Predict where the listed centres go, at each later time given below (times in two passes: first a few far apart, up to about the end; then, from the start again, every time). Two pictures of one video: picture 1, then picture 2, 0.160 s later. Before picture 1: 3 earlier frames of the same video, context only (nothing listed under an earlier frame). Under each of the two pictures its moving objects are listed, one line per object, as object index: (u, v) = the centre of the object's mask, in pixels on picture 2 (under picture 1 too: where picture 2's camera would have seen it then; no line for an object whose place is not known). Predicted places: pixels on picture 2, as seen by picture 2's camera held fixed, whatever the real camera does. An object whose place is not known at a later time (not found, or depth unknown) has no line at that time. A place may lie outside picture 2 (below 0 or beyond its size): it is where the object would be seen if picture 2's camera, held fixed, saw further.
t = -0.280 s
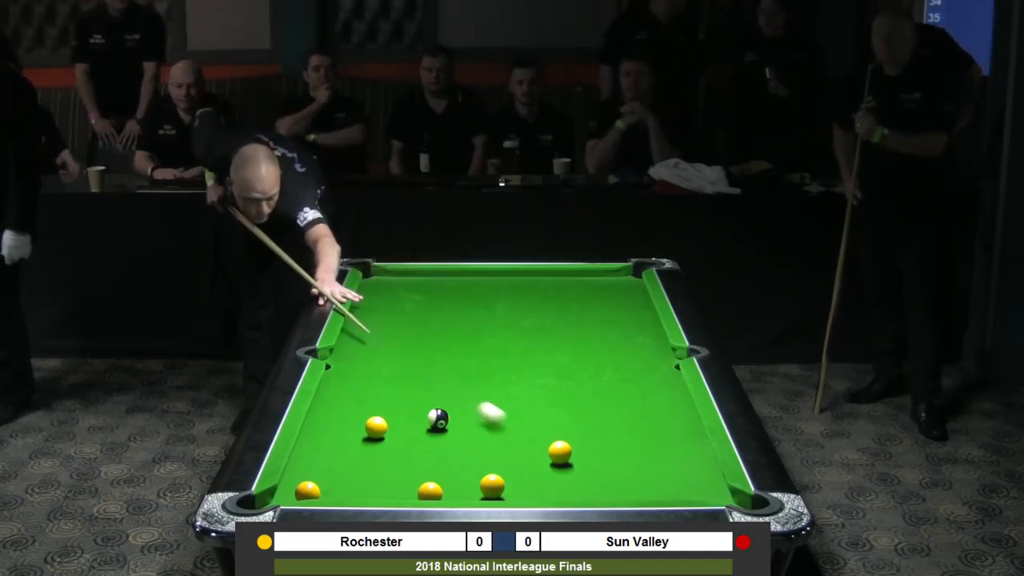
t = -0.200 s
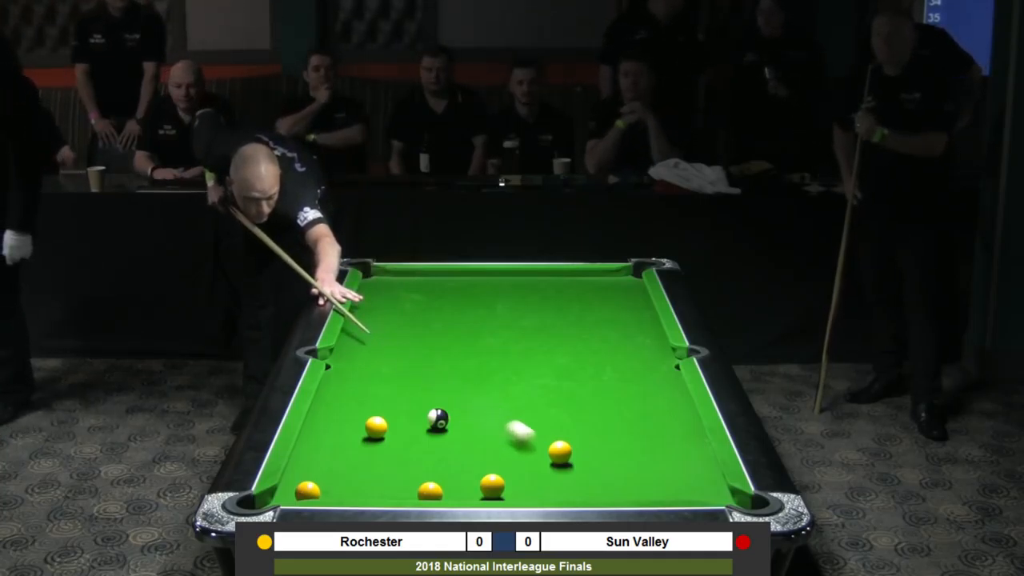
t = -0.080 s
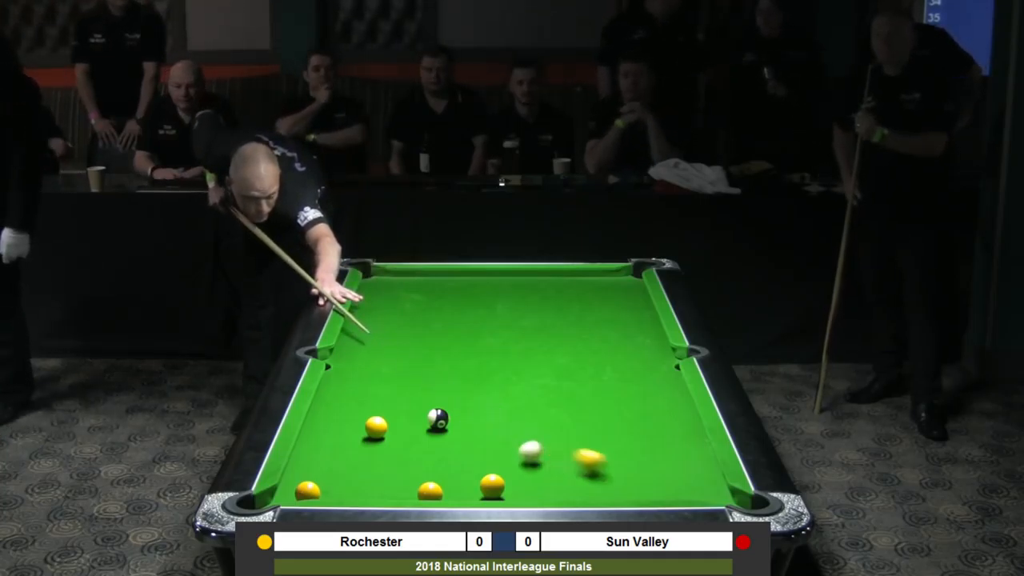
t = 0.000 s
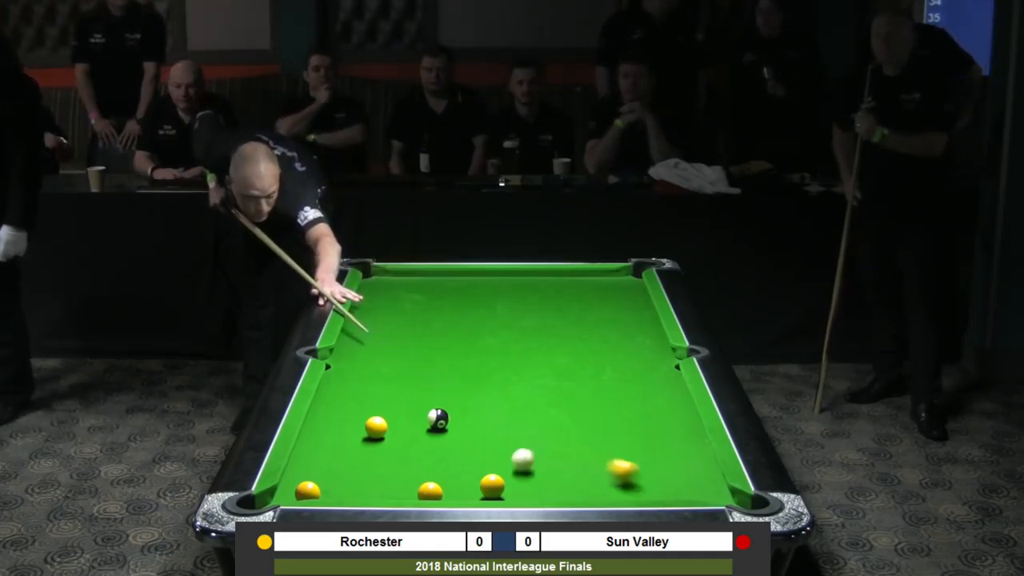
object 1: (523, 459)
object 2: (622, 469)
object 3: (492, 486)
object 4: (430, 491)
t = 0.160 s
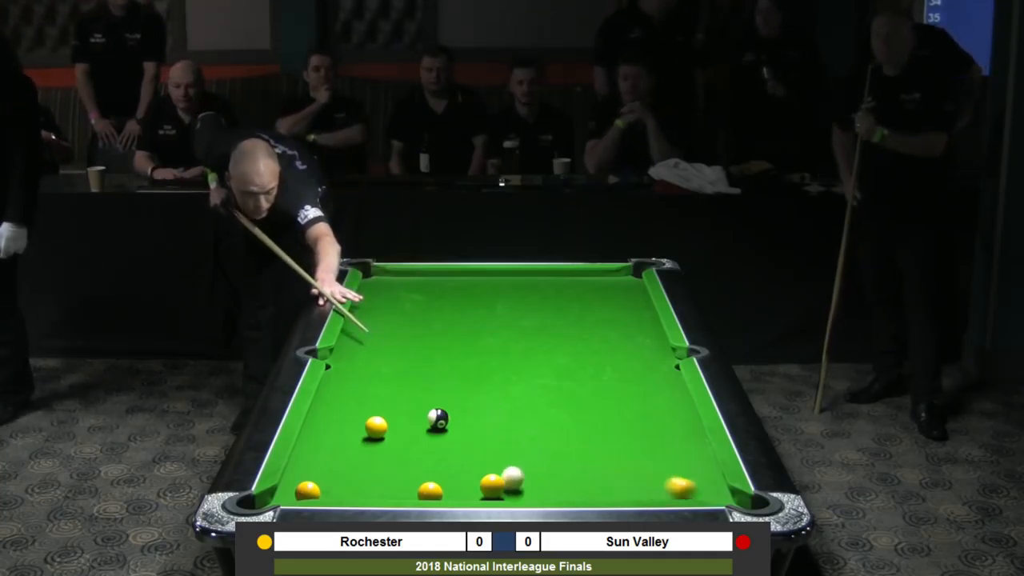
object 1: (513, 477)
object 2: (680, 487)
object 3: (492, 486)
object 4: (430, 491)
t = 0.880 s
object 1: (554, 488)
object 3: (453, 492)
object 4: (419, 490)
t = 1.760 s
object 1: (580, 467)
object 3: (451, 490)
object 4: (408, 489)
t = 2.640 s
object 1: (591, 461)
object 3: (451, 490)
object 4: (408, 489)
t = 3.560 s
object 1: (591, 461)
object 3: (451, 490)
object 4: (408, 489)
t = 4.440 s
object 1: (591, 461)
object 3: (451, 490)
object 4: (408, 490)
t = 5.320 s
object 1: (591, 461)
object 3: (451, 490)
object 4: (408, 490)
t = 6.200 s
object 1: (591, 461)
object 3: (451, 490)
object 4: (408, 490)
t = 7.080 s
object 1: (591, 461)
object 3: (451, 490)
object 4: (408, 489)
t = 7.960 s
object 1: (591, 461)
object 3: (451, 490)
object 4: (408, 489)
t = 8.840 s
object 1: (591, 461)
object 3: (451, 490)
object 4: (408, 489)
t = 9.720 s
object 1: (591, 461)
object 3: (451, 490)
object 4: (408, 490)
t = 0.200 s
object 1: (513, 481)
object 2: (695, 490)
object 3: (489, 486)
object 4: (430, 491)
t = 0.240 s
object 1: (517, 483)
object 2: (709, 494)
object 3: (484, 488)
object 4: (430, 491)
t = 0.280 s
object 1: (520, 486)
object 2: (725, 498)
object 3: (480, 489)
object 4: (430, 491)
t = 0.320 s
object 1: (522, 488)
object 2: (739, 503)
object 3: (476, 490)
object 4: (430, 491)
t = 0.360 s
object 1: (526, 489)
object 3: (473, 491)
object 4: (430, 491)
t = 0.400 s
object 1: (529, 490)
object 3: (469, 492)
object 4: (430, 491)
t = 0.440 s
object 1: (532, 492)
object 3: (465, 492)
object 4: (430, 491)
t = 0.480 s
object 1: (535, 493)
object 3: (461, 493)
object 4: (430, 491)
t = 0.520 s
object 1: (537, 494)
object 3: (458, 494)
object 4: (430, 491)
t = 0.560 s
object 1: (540, 494)
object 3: (455, 493)
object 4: (430, 491)
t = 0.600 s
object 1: (542, 493)
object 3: (454, 493)
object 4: (429, 491)
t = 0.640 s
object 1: (544, 493)
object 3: (453, 493)
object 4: (428, 491)
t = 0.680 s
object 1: (546, 492)
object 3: (453, 493)
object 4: (426, 491)
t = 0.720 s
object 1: (548, 491)
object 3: (453, 492)
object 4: (424, 491)
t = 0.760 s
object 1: (550, 490)
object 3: (453, 492)
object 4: (423, 491)
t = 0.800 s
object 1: (551, 490)
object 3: (453, 492)
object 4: (422, 491)
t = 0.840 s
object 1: (553, 489)
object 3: (453, 492)
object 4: (420, 490)
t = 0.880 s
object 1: (554, 488)
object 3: (453, 492)
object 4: (419, 490)
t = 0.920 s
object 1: (556, 487)
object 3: (453, 491)
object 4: (418, 490)
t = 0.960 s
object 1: (557, 486)
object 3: (452, 491)
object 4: (417, 490)
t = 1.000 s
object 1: (559, 485)
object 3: (452, 491)
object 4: (416, 490)
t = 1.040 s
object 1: (560, 484)
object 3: (452, 491)
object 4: (415, 490)
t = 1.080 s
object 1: (562, 482)
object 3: (452, 491)
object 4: (414, 490)
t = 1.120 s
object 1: (563, 481)
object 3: (452, 490)
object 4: (413, 490)
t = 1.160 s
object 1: (565, 480)
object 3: (452, 490)
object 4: (412, 490)
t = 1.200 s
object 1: (566, 479)
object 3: (452, 490)
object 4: (411, 490)
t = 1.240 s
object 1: (567, 478)
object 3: (452, 490)
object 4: (411, 490)
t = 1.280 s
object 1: (569, 477)
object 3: (451, 490)
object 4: (410, 490)
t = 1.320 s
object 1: (570, 476)
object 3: (451, 490)
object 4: (410, 490)
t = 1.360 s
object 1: (571, 475)
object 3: (451, 490)
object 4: (409, 490)
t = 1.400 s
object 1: (572, 474)
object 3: (451, 490)
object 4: (409, 490)
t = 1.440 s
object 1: (573, 473)
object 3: (451, 490)
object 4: (409, 489)
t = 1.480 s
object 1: (574, 472)
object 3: (451, 490)
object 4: (408, 489)
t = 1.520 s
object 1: (575, 472)
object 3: (451, 490)
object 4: (408, 489)
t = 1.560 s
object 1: (576, 471)
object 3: (451, 490)
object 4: (408, 489)
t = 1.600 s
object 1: (577, 470)
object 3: (451, 490)
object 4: (408, 490)
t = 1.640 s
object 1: (578, 469)
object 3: (451, 490)
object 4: (408, 490)
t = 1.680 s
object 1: (579, 469)
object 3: (451, 490)
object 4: (408, 490)
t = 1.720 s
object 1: (580, 468)
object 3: (451, 490)
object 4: (408, 489)
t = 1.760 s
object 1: (580, 467)
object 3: (451, 490)
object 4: (408, 489)
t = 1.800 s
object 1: (581, 467)
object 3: (451, 490)
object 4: (408, 490)
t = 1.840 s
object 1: (582, 466)
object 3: (451, 490)
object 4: (408, 489)
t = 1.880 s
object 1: (583, 465)
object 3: (451, 490)
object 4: (408, 489)
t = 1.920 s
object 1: (583, 465)
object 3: (451, 490)
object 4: (408, 489)
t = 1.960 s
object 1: (584, 464)
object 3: (451, 490)
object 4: (408, 489)
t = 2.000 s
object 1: (585, 464)
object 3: (451, 490)
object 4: (408, 489)
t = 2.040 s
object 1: (585, 464)
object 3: (451, 490)
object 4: (408, 489)
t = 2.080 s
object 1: (586, 464)
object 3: (451, 490)
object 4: (408, 489)
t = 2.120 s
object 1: (586, 463)
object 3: (451, 490)
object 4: (408, 489)
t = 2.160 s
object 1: (587, 463)
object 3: (451, 490)
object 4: (408, 489)
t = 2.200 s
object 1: (587, 462)
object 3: (451, 490)
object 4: (408, 489)
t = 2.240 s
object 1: (588, 462)
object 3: (451, 490)
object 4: (408, 489)
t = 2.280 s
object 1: (588, 462)
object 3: (451, 490)
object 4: (408, 489)
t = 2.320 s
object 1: (588, 461)
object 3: (451, 490)
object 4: (408, 489)
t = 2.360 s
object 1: (589, 461)
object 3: (451, 490)
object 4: (408, 489)
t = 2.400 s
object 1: (589, 461)
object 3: (451, 490)
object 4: (408, 489)
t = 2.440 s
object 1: (590, 461)
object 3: (451, 490)
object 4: (408, 489)
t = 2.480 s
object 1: (590, 460)
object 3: (451, 490)
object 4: (408, 489)
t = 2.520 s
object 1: (590, 461)
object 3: (451, 490)
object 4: (408, 489)
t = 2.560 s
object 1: (590, 461)
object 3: (451, 490)
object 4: (408, 489)
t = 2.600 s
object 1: (591, 461)
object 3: (451, 490)
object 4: (408, 490)
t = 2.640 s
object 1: (591, 461)
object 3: (451, 490)
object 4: (408, 489)
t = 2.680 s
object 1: (591, 461)
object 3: (451, 490)
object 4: (408, 489)
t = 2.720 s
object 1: (591, 461)
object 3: (451, 490)
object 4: (408, 489)
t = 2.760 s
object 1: (591, 461)
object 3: (451, 490)
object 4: (408, 490)
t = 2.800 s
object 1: (591, 461)
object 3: (451, 490)
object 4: (408, 490)
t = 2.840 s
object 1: (591, 461)
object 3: (451, 490)
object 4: (408, 490)
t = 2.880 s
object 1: (591, 461)
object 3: (451, 490)
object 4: (408, 490)
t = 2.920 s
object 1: (591, 461)
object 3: (451, 490)
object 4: (408, 490)
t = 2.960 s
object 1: (591, 461)
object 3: (451, 490)
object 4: (408, 489)
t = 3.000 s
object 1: (591, 461)
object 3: (451, 490)
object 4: (408, 490)
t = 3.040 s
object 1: (591, 461)
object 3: (451, 490)
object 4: (408, 490)
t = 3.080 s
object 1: (591, 461)
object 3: (451, 490)
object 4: (408, 490)
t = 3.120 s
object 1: (591, 461)
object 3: (451, 490)
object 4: (408, 490)
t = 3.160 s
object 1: (591, 461)
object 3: (451, 490)
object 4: (408, 490)
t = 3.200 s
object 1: (591, 461)
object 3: (451, 490)
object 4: (408, 490)
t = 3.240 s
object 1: (591, 461)
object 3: (451, 490)
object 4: (408, 490)
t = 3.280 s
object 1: (591, 461)
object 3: (451, 490)
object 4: (408, 490)
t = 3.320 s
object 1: (591, 461)
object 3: (451, 490)
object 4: (408, 490)
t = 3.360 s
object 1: (591, 461)
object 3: (451, 490)
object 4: (408, 490)
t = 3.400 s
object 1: (591, 461)
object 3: (451, 490)
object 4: (408, 490)
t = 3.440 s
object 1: (591, 461)
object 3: (451, 490)
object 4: (408, 490)
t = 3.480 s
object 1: (591, 461)
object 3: (451, 490)
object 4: (408, 490)
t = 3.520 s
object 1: (591, 461)
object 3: (451, 490)
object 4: (408, 490)
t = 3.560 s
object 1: (591, 461)
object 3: (451, 490)
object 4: (408, 489)
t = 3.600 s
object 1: (591, 461)
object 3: (451, 490)
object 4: (408, 490)
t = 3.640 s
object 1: (591, 461)
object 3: (451, 490)
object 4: (408, 490)
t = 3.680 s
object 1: (591, 461)
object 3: (451, 490)
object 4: (408, 490)
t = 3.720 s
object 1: (591, 461)
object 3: (451, 490)
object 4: (408, 489)
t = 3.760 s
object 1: (591, 461)
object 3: (451, 490)
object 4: (408, 489)
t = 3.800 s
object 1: (591, 461)
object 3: (451, 490)
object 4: (408, 489)
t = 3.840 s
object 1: (591, 461)
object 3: (451, 490)
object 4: (408, 489)
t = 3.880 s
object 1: (591, 461)
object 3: (451, 490)
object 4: (408, 489)
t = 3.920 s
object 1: (591, 461)
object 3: (451, 490)
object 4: (408, 489)
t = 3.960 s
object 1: (591, 461)
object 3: (451, 490)
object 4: (408, 489)
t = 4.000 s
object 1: (591, 461)
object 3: (451, 490)
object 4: (408, 490)
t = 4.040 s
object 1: (591, 461)
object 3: (451, 490)
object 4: (408, 489)
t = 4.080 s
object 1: (591, 461)
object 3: (451, 490)
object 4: (408, 490)
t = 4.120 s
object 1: (591, 461)
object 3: (451, 490)
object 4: (408, 489)
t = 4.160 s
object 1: (591, 461)
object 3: (451, 490)
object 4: (408, 489)
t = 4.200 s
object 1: (591, 461)
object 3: (451, 490)
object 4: (408, 489)
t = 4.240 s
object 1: (591, 461)
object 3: (451, 490)
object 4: (408, 489)
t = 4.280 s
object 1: (591, 461)
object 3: (451, 490)
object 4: (408, 490)
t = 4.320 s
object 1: (591, 461)
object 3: (451, 490)
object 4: (408, 489)
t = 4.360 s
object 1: (591, 461)
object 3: (451, 490)
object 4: (408, 490)
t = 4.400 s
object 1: (591, 461)
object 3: (451, 490)
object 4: (408, 489)
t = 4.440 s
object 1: (591, 461)
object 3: (451, 490)
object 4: (408, 490)
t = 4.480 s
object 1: (591, 461)
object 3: (451, 490)
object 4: (408, 490)
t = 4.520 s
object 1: (591, 461)
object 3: (451, 490)
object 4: (408, 490)
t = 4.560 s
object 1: (591, 461)
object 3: (451, 490)
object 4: (408, 490)
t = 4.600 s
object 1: (591, 461)
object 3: (451, 490)
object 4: (408, 490)
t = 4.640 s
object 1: (591, 461)
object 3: (451, 490)
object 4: (408, 490)
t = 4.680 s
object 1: (591, 461)
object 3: (451, 490)
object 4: (408, 490)
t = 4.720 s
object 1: (591, 461)
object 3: (451, 490)
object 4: (408, 490)
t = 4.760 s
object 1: (591, 461)
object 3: (451, 490)
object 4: (408, 490)
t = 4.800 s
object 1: (591, 461)
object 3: (451, 490)
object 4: (408, 490)
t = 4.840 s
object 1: (591, 461)
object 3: (451, 490)
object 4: (408, 490)
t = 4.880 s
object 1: (591, 461)
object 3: (451, 490)
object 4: (408, 490)
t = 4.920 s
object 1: (591, 461)
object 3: (451, 490)
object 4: (408, 490)
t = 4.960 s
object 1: (591, 461)
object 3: (451, 490)
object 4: (408, 490)
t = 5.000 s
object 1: (591, 461)
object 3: (451, 490)
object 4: (408, 490)
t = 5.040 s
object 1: (591, 461)
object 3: (451, 490)
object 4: (408, 490)
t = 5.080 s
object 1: (591, 461)
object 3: (451, 490)
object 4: (408, 490)
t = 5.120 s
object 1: (591, 461)
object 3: (451, 490)
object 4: (408, 490)
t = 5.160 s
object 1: (591, 461)
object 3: (451, 490)
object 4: (408, 490)
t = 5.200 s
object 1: (591, 461)
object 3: (451, 490)
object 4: (408, 490)
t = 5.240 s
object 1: (591, 461)
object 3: (451, 490)
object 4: (408, 490)
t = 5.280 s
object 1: (591, 461)
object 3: (451, 490)
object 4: (408, 490)
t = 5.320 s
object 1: (591, 461)
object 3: (451, 490)
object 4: (408, 490)
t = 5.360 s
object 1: (591, 461)
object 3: (451, 490)
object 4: (409, 490)
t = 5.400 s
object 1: (591, 461)
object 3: (451, 490)
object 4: (408, 490)
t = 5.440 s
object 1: (591, 461)
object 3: (451, 490)
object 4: (408, 490)
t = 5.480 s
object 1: (591, 461)
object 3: (451, 490)
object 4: (409, 490)
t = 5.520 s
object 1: (591, 461)
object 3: (451, 490)
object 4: (409, 490)
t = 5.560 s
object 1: (591, 461)
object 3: (451, 490)
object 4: (408, 490)
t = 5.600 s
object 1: (591, 461)
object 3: (451, 490)
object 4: (408, 490)
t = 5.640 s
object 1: (591, 461)
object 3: (451, 490)
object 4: (408, 490)
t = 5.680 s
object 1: (591, 461)
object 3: (451, 490)
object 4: (409, 490)
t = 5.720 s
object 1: (591, 461)
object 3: (451, 490)
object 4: (409, 490)
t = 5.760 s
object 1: (591, 461)
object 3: (451, 490)
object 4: (408, 490)
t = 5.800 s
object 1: (591, 461)
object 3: (451, 490)
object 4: (408, 490)
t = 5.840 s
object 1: (591, 461)
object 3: (451, 490)
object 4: (409, 490)
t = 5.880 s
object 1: (591, 461)
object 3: (451, 490)
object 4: (408, 490)
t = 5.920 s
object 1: (591, 461)
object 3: (451, 490)
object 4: (408, 490)
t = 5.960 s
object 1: (591, 461)
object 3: (451, 490)
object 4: (408, 490)
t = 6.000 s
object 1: (591, 461)
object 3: (451, 490)
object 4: (408, 490)
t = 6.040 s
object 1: (591, 461)
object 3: (451, 490)
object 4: (408, 490)
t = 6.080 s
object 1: (591, 461)
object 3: (451, 490)
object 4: (408, 490)
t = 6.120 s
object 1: (591, 461)
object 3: (451, 490)
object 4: (408, 490)
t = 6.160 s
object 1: (591, 461)
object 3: (451, 490)
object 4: (408, 490)
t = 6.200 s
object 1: (591, 461)
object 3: (451, 490)
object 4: (408, 490)
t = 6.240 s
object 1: (591, 461)
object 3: (451, 490)
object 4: (408, 490)
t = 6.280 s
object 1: (591, 461)
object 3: (451, 490)
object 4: (408, 490)
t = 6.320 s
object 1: (591, 461)
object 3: (451, 490)
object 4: (408, 490)
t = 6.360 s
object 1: (591, 461)
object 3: (451, 490)
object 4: (408, 489)
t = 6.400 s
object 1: (591, 461)
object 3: (451, 490)
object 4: (408, 490)
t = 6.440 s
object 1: (591, 461)
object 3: (451, 490)
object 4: (408, 490)
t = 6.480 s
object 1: (591, 461)
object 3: (451, 490)
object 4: (408, 490)
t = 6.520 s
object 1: (591, 461)
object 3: (451, 490)
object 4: (408, 489)
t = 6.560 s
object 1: (591, 461)
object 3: (451, 490)
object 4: (408, 490)
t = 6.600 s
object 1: (591, 461)
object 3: (451, 490)
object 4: (408, 490)
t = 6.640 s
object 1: (591, 461)
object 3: (451, 490)
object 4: (408, 489)
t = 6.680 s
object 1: (591, 461)
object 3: (451, 490)
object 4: (408, 490)
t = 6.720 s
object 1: (591, 461)
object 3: (451, 490)
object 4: (408, 489)
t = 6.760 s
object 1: (591, 461)
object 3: (451, 490)
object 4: (408, 490)
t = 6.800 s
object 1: (591, 461)
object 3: (451, 490)
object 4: (408, 490)
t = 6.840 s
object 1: (591, 461)
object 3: (451, 490)
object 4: (408, 490)
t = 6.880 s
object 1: (591, 461)
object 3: (451, 490)
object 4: (408, 490)
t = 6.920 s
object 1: (591, 461)
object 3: (451, 490)
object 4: (408, 490)
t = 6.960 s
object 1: (591, 461)
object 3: (451, 490)
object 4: (408, 489)
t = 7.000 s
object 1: (591, 461)
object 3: (451, 490)
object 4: (408, 489)
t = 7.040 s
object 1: (591, 461)
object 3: (451, 490)
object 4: (408, 490)
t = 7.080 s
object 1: (591, 461)
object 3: (451, 490)
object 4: (408, 489)
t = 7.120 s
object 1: (591, 461)
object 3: (451, 490)
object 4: (408, 489)
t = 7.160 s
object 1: (591, 461)
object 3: (451, 490)
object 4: (408, 489)
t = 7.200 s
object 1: (591, 461)
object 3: (451, 490)
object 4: (408, 490)
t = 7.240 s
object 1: (591, 461)
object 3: (451, 490)
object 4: (408, 489)
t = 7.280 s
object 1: (591, 461)
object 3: (451, 490)
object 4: (408, 489)
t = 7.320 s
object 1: (591, 461)
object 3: (451, 490)
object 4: (408, 489)
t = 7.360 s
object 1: (591, 461)
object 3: (451, 490)
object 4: (408, 490)
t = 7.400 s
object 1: (591, 461)
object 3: (451, 490)
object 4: (408, 489)
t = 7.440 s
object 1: (591, 461)
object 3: (451, 490)
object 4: (408, 489)
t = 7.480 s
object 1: (591, 461)
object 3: (451, 490)
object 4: (408, 490)
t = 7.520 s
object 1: (591, 461)
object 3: (451, 490)
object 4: (408, 489)
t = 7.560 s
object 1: (591, 461)
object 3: (451, 490)
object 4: (408, 490)
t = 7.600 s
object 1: (591, 461)
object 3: (451, 490)
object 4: (408, 489)
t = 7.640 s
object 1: (591, 461)
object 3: (451, 490)
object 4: (408, 490)
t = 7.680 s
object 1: (591, 461)
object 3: (451, 490)
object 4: (408, 489)
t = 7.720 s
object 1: (591, 461)
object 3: (451, 490)
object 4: (408, 489)
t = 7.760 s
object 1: (591, 461)
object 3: (451, 490)
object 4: (408, 490)
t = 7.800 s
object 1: (591, 461)
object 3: (451, 490)
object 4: (408, 490)
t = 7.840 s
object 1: (591, 461)
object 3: (451, 490)
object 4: (408, 489)
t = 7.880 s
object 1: (591, 461)
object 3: (451, 490)
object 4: (408, 490)
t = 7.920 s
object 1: (591, 461)
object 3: (451, 490)
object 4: (408, 489)
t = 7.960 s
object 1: (591, 461)
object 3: (451, 490)
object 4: (408, 489)
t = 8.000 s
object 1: (591, 461)
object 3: (451, 490)
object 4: (408, 489)
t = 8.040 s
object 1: (591, 461)
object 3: (451, 490)
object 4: (408, 489)
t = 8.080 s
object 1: (591, 461)
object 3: (451, 490)
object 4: (408, 490)
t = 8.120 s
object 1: (591, 461)
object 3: (451, 490)
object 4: (408, 489)
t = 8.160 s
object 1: (591, 461)
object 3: (451, 490)
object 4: (408, 490)
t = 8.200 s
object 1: (591, 461)
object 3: (451, 490)
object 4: (408, 489)
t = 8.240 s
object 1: (591, 461)
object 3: (451, 490)
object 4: (408, 490)
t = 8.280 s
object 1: (591, 461)
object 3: (451, 490)
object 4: (408, 490)
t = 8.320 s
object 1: (591, 461)
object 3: (451, 490)
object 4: (408, 490)
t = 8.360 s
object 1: (591, 461)
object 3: (451, 490)
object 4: (408, 489)
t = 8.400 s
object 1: (591, 461)
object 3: (451, 490)
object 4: (408, 489)
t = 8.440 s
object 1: (591, 461)
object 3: (451, 490)
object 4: (408, 490)
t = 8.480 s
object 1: (591, 461)
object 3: (451, 490)
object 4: (408, 489)
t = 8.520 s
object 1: (591, 461)
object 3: (451, 490)
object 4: (408, 490)
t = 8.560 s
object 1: (591, 461)
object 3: (451, 490)
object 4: (408, 489)
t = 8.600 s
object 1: (591, 461)
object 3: (451, 490)
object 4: (408, 490)
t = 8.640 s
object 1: (591, 461)
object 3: (451, 490)
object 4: (408, 489)
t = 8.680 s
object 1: (591, 461)
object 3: (451, 490)
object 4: (408, 490)
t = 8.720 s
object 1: (591, 461)
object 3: (451, 490)
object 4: (408, 490)
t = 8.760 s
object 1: (591, 461)
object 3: (451, 490)
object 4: (408, 489)
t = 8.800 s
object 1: (591, 461)
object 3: (451, 490)
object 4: (408, 490)
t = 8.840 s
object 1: (591, 461)
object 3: (451, 490)
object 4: (408, 489)
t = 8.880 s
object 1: (591, 461)
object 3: (451, 490)
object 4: (408, 490)
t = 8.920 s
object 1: (591, 461)
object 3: (451, 490)
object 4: (408, 489)
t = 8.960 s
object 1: (591, 461)
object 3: (451, 490)
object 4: (408, 489)
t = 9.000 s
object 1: (591, 461)
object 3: (451, 490)
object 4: (408, 489)
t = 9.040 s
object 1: (591, 461)
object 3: (451, 490)
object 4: (408, 489)
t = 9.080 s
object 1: (591, 461)
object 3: (451, 490)
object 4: (408, 490)
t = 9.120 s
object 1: (591, 461)
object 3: (451, 490)
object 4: (408, 489)
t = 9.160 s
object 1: (591, 461)
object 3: (451, 490)
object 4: (408, 489)
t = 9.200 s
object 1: (591, 461)
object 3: (451, 490)
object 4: (408, 489)
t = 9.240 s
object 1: (591, 461)
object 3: (451, 490)
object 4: (408, 489)
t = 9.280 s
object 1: (591, 461)
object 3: (451, 490)
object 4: (408, 489)
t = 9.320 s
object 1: (591, 461)
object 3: (451, 490)
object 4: (408, 489)
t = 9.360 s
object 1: (591, 461)
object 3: (451, 490)
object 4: (408, 490)
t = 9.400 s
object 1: (591, 461)
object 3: (451, 490)
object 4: (408, 489)
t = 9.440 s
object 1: (591, 461)
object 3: (451, 490)
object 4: (408, 489)
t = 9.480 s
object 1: (591, 461)
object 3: (451, 490)
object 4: (408, 490)
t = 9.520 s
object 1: (591, 461)
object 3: (451, 490)
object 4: (408, 490)
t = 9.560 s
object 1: (591, 461)
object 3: (451, 490)
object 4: (408, 490)
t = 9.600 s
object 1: (591, 461)
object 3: (451, 490)
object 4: (408, 489)
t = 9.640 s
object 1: (591, 461)
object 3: (451, 490)
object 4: (408, 490)
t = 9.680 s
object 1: (591, 461)
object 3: (451, 490)
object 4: (408, 490)
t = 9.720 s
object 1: (591, 461)
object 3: (451, 490)
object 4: (408, 490)
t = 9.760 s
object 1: (591, 461)
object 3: (451, 490)
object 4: (408, 490)
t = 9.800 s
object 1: (591, 461)
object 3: (451, 490)
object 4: (408, 489)
